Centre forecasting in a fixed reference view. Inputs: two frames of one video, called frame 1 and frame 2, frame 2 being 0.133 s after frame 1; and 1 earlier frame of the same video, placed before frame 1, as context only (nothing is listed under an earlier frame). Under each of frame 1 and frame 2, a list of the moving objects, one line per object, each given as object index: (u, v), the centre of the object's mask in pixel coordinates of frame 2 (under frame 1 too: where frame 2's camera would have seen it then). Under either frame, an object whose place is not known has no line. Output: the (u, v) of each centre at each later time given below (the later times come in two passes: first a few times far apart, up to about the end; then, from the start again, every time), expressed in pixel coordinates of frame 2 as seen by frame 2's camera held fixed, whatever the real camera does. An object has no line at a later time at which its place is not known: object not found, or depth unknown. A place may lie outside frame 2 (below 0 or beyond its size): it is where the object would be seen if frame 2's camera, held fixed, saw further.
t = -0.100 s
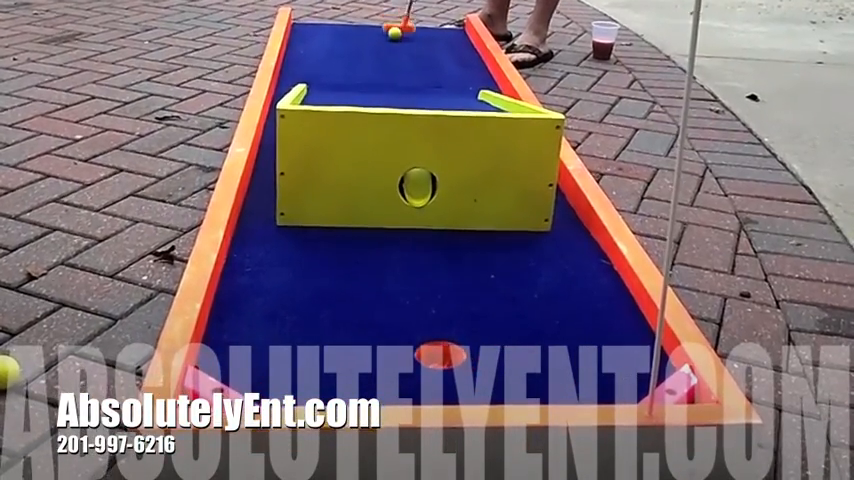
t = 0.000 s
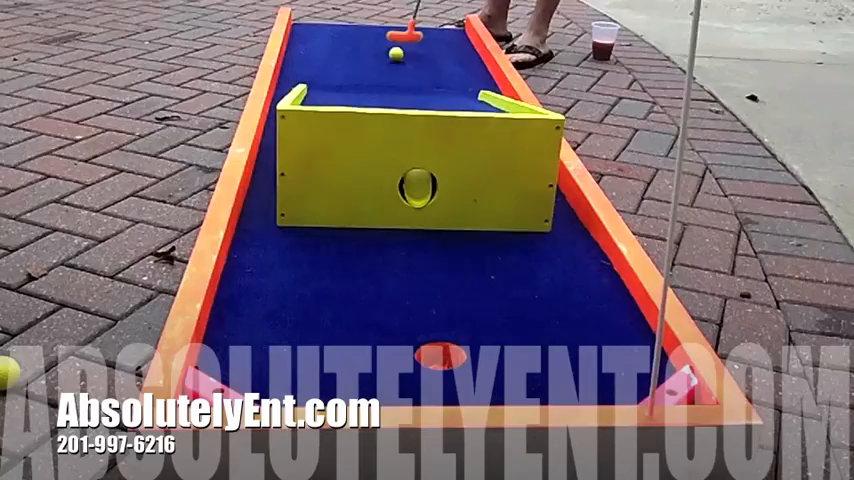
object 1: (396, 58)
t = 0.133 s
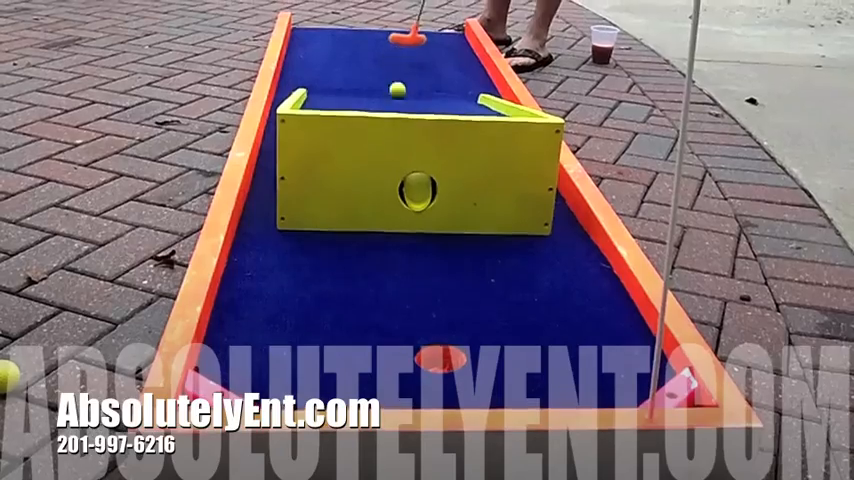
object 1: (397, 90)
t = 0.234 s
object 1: (401, 93)
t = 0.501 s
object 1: (416, 105)
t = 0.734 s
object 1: (431, 119)
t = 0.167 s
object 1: (398, 90)
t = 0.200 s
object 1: (400, 91)
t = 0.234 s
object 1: (401, 93)
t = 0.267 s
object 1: (403, 95)
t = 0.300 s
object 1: (405, 96)
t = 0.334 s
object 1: (407, 98)
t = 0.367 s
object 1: (408, 100)
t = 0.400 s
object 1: (410, 101)
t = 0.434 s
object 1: (412, 103)
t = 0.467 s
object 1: (413, 104)
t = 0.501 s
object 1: (416, 105)
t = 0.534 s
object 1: (418, 106)
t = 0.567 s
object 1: (420, 109)
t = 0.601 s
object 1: (423, 105)
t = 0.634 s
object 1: (425, 100)
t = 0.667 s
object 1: (427, 100)
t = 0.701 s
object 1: (429, 106)
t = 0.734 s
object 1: (431, 119)
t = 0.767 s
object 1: (432, 140)
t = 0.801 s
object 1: (433, 168)
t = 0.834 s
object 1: (433, 205)
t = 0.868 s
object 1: (433, 248)
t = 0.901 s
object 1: (435, 257)
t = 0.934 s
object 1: (438, 250)
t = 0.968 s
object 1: (442, 249)
